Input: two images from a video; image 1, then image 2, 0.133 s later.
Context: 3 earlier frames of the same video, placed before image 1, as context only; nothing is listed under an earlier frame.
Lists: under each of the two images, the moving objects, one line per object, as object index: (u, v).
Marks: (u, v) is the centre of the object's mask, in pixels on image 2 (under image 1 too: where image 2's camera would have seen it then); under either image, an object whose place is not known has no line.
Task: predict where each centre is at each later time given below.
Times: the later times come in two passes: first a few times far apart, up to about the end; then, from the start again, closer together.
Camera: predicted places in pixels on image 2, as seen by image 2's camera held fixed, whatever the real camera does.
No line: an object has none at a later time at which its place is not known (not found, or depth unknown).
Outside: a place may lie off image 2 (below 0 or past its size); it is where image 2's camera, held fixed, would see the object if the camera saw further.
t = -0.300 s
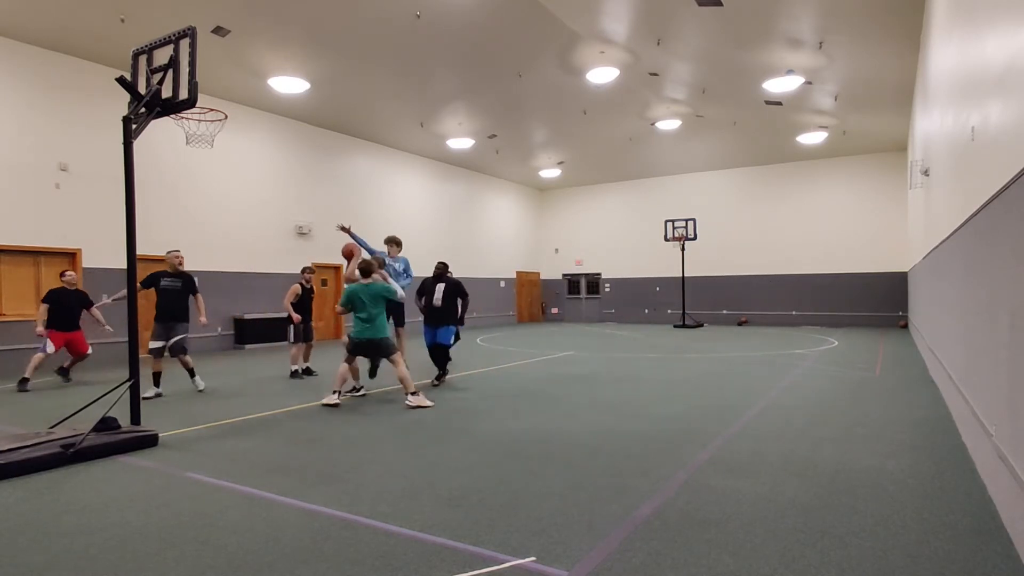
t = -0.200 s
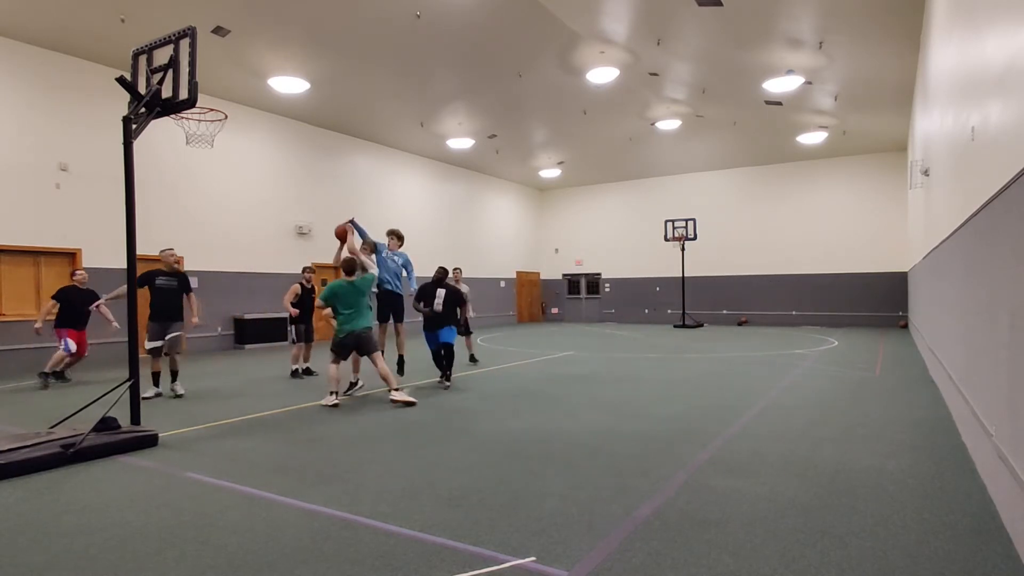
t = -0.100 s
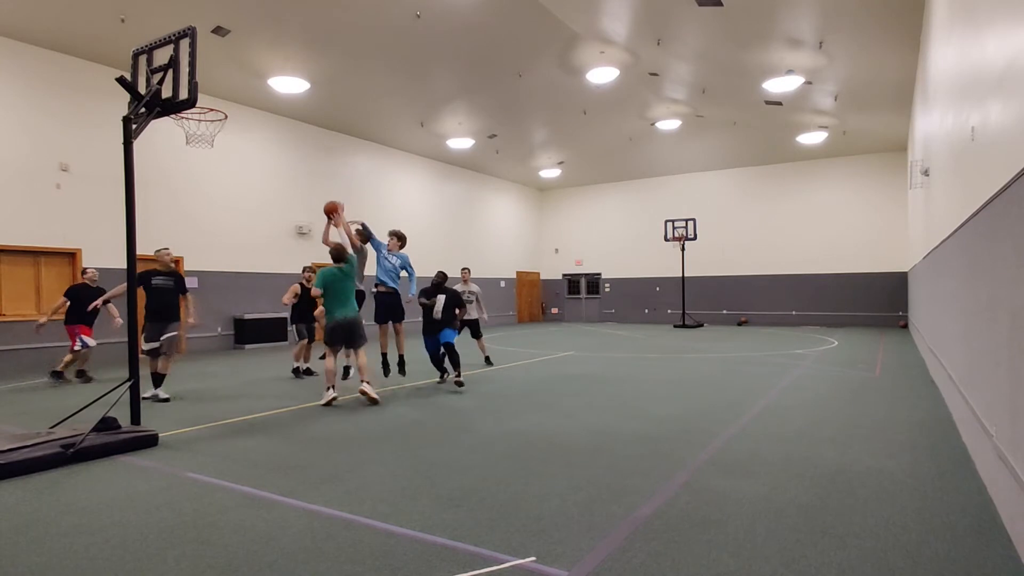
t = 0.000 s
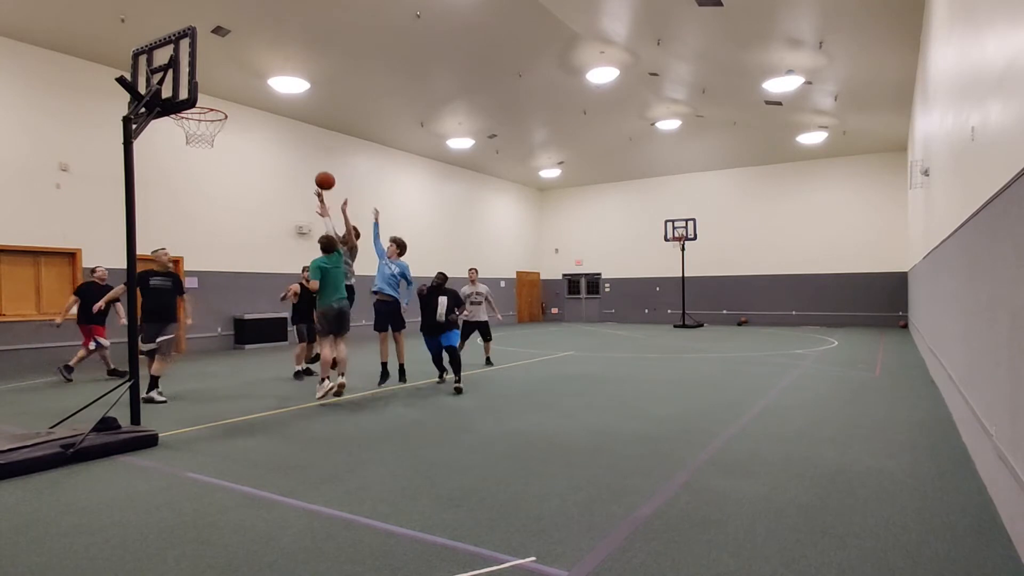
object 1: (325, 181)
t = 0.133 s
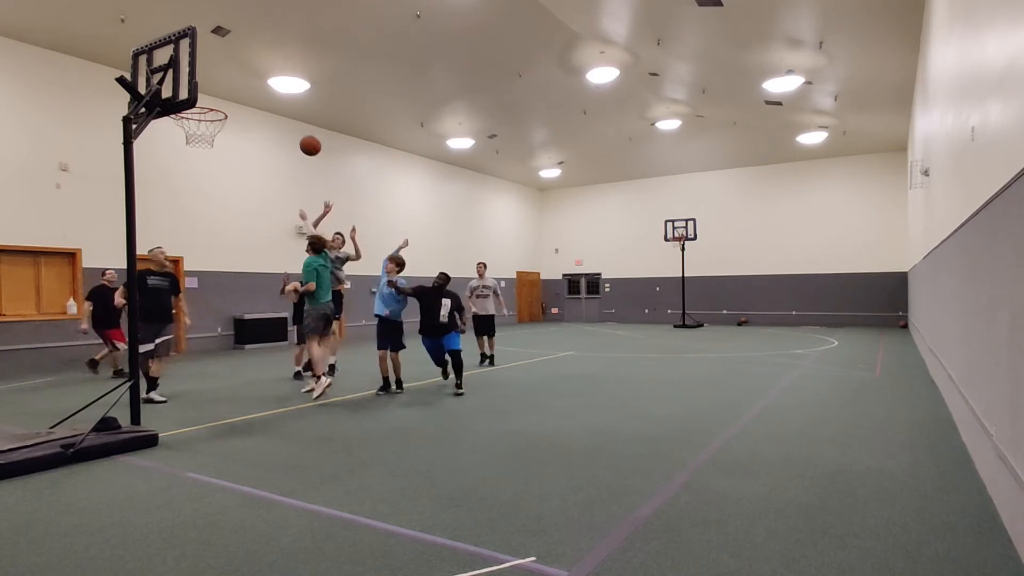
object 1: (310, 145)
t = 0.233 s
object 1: (298, 126)
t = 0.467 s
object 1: (268, 113)
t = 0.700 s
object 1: (231, 153)
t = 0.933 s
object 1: (187, 278)
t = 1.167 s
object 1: (134, 440)
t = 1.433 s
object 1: (97, 258)
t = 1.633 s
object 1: (67, 175)
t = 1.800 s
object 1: (41, 151)
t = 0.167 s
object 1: (306, 138)
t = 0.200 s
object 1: (302, 132)
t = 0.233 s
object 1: (298, 126)
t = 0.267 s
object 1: (295, 122)
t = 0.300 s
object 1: (291, 118)
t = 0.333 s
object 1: (286, 115)
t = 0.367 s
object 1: (282, 113)
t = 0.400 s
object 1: (277, 112)
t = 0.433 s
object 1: (273, 112)
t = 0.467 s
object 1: (268, 113)
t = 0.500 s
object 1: (263, 114)
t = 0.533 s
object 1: (258, 117)
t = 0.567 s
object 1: (253, 121)
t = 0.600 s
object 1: (248, 128)
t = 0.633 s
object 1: (242, 135)
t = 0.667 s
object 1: (237, 143)
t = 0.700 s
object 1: (231, 153)
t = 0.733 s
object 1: (225, 165)
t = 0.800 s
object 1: (213, 194)
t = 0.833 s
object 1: (207, 211)
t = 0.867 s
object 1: (200, 231)
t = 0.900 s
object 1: (194, 252)
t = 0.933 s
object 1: (187, 278)
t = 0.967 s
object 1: (179, 303)
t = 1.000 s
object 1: (171, 331)
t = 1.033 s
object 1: (163, 363)
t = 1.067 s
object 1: (155, 399)
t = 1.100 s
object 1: (147, 437)
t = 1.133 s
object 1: (138, 471)
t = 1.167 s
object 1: (134, 440)
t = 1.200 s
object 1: (129, 414)
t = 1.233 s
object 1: (125, 388)
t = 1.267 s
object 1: (120, 363)
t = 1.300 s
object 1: (116, 340)
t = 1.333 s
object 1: (111, 317)
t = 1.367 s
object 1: (107, 296)
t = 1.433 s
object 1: (97, 258)
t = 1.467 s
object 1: (92, 240)
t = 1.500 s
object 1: (87, 224)
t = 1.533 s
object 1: (82, 210)
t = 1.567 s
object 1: (77, 197)
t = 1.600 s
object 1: (72, 185)
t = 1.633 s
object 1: (67, 175)
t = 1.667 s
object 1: (62, 167)
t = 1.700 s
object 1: (57, 160)
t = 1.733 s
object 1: (51, 155)
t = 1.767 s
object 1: (46, 152)
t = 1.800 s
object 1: (41, 151)
